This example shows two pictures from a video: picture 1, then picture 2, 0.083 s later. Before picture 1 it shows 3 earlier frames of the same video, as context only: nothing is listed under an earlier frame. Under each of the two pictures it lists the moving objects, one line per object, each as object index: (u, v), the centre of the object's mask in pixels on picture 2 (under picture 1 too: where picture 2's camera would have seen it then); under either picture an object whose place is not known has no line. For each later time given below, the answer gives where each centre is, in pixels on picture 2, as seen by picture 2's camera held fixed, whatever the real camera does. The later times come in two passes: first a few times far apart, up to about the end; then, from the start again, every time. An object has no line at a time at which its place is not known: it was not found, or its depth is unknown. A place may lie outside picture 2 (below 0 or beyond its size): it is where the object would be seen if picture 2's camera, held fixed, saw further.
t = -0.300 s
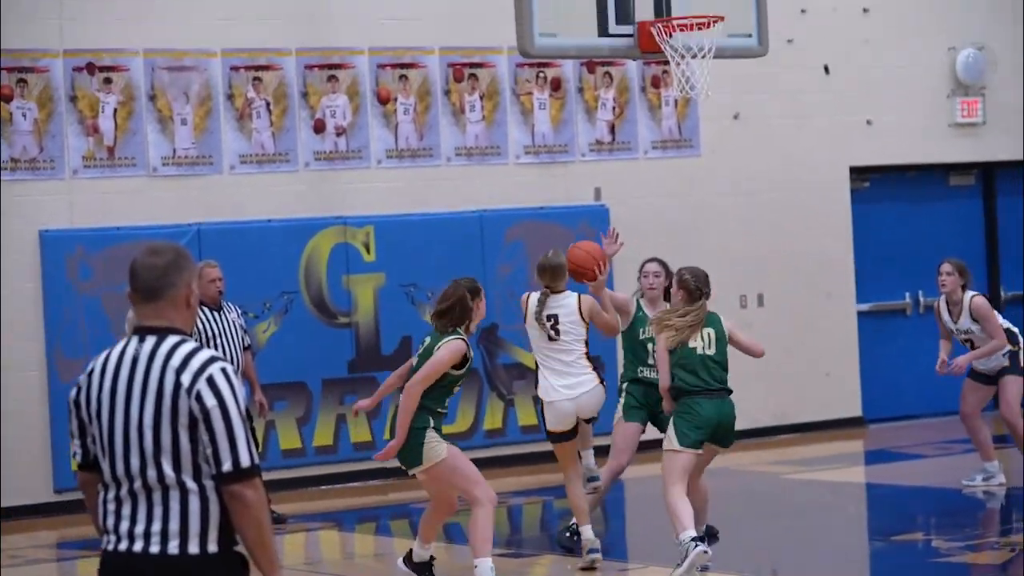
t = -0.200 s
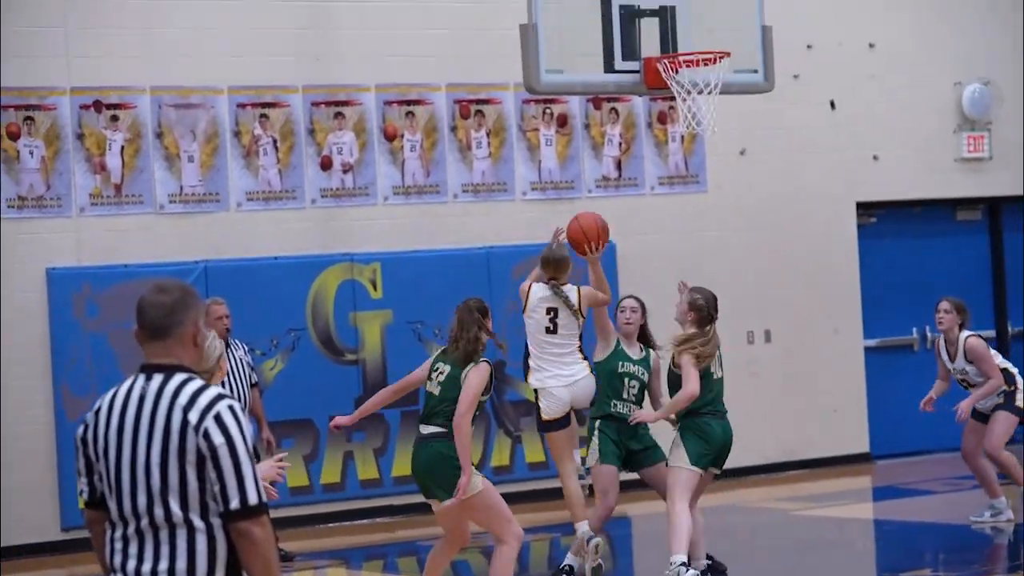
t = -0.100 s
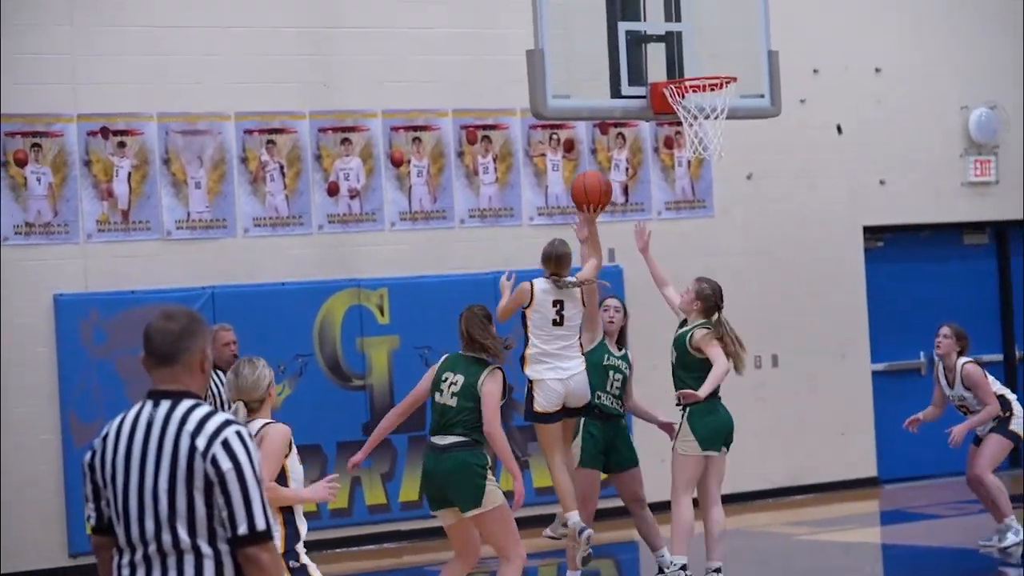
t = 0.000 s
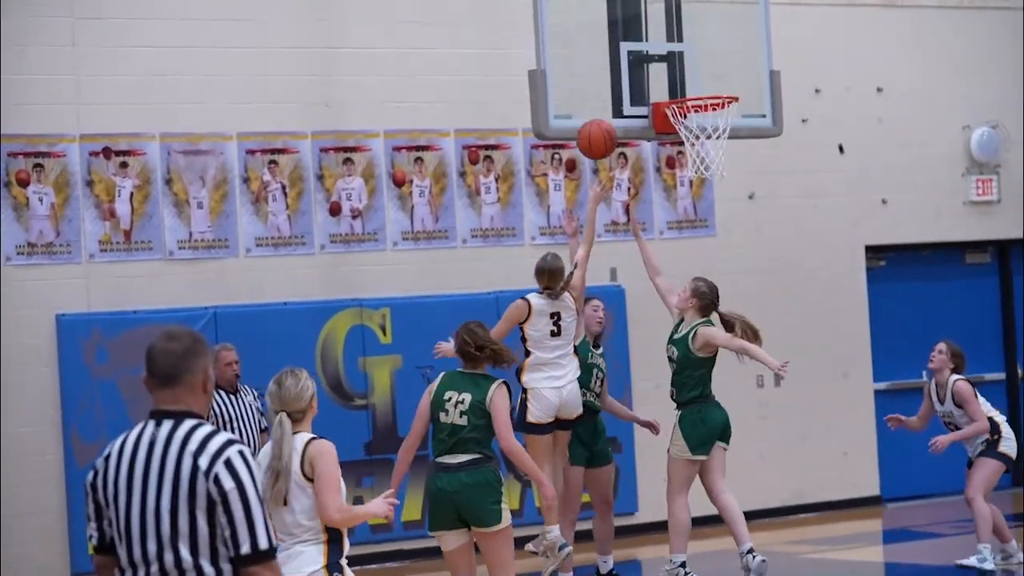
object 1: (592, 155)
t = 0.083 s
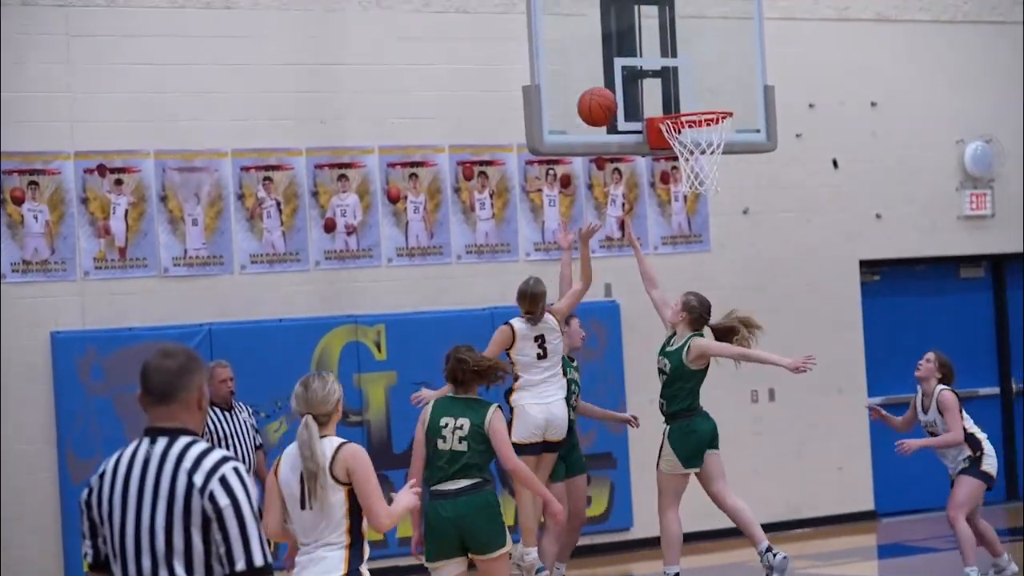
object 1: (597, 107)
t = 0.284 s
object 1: (613, 44)
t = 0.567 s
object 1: (665, 64)
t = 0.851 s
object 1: (688, 84)
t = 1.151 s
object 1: (675, 88)
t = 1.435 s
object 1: (705, 157)
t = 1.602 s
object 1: (716, 230)
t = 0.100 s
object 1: (598, 99)
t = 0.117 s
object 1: (600, 91)
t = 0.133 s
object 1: (601, 85)
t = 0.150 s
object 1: (602, 78)
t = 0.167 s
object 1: (604, 72)
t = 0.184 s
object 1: (605, 67)
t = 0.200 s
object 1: (606, 62)
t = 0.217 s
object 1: (608, 57)
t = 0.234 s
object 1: (609, 53)
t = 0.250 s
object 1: (611, 50)
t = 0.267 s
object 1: (612, 47)
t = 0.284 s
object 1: (613, 44)
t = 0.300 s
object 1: (615, 42)
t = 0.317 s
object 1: (617, 41)
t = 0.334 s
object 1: (618, 40)
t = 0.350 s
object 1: (620, 39)
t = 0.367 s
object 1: (621, 39)
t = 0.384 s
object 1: (623, 39)
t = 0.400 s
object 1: (624, 40)
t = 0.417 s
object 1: (625, 41)
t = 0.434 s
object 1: (627, 43)
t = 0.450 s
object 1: (629, 45)
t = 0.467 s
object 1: (630, 47)
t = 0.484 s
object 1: (632, 50)
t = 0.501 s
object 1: (636, 53)
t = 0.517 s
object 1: (643, 54)
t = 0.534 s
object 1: (651, 57)
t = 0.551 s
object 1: (657, 60)
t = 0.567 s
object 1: (665, 64)
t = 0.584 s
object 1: (672, 67)
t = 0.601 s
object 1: (679, 71)
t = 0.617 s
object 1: (687, 76)
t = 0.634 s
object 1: (694, 81)
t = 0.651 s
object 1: (701, 87)
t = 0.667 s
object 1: (708, 93)
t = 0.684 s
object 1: (715, 97)
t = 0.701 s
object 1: (716, 98)
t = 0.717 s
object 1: (712, 95)
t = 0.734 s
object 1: (709, 93)
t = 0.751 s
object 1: (706, 90)
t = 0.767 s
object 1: (703, 88)
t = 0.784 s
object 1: (700, 86)
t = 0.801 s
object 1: (697, 85)
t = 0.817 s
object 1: (694, 84)
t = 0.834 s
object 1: (691, 84)
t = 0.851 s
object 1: (688, 84)
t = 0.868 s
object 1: (684, 85)
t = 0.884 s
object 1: (682, 86)
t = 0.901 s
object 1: (679, 87)
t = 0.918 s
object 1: (676, 89)
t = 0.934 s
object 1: (673, 91)
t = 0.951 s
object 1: (670, 94)
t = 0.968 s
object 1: (667, 97)
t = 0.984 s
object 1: (664, 99)
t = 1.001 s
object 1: (663, 100)
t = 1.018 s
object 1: (665, 98)
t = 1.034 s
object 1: (666, 96)
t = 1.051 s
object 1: (667, 93)
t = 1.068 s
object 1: (668, 91)
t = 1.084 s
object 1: (670, 90)
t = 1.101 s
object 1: (671, 89)
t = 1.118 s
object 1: (673, 88)
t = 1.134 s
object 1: (674, 88)
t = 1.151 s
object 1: (675, 88)
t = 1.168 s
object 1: (677, 88)
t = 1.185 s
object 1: (679, 89)
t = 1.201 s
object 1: (680, 91)
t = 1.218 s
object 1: (681, 93)
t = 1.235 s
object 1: (683, 95)
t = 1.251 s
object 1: (684, 97)
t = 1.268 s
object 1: (686, 99)
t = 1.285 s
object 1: (688, 101)
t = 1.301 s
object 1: (689, 103)
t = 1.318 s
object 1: (691, 105)
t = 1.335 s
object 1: (695, 118)
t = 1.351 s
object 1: (697, 124)
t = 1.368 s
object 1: (698, 130)
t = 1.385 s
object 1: (699, 134)
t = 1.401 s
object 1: (701, 143)
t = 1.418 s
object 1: (703, 150)
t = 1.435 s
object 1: (705, 157)
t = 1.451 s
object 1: (706, 164)
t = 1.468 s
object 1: (708, 171)
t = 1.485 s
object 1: (709, 176)
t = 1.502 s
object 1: (711, 184)
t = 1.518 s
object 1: (712, 194)
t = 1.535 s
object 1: (712, 197)
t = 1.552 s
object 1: (713, 205)
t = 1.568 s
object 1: (714, 212)
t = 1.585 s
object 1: (714, 221)
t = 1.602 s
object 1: (716, 230)
